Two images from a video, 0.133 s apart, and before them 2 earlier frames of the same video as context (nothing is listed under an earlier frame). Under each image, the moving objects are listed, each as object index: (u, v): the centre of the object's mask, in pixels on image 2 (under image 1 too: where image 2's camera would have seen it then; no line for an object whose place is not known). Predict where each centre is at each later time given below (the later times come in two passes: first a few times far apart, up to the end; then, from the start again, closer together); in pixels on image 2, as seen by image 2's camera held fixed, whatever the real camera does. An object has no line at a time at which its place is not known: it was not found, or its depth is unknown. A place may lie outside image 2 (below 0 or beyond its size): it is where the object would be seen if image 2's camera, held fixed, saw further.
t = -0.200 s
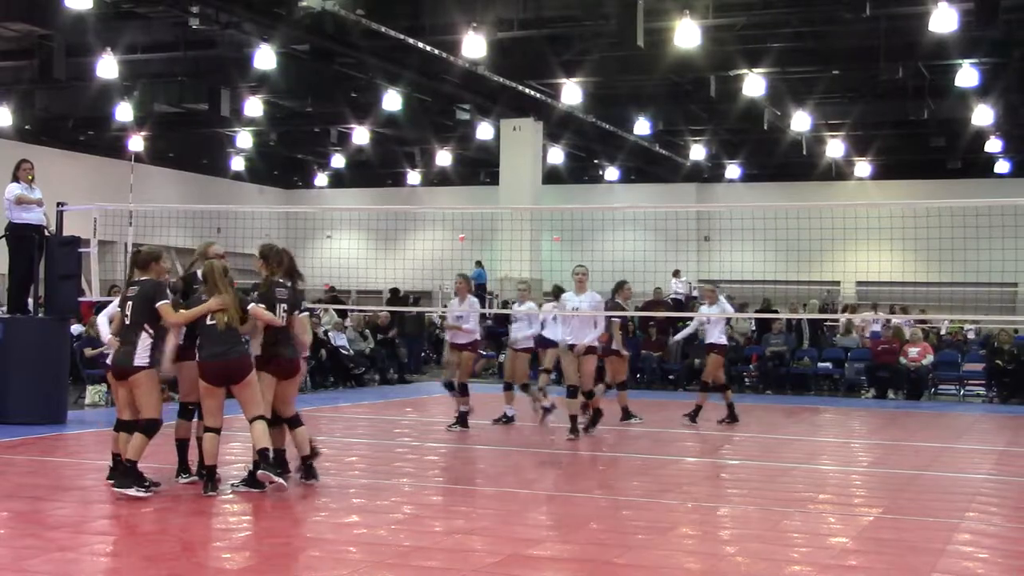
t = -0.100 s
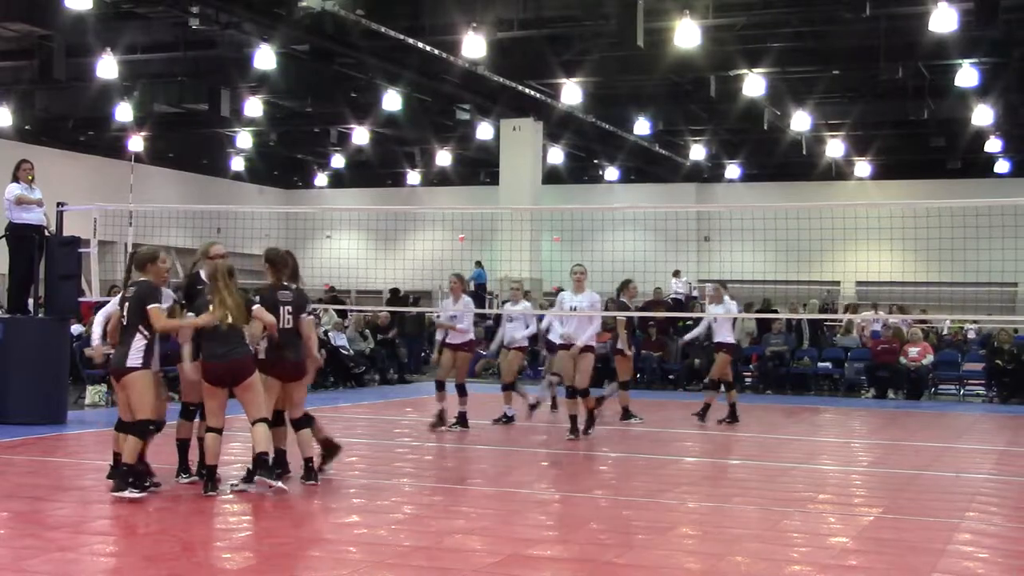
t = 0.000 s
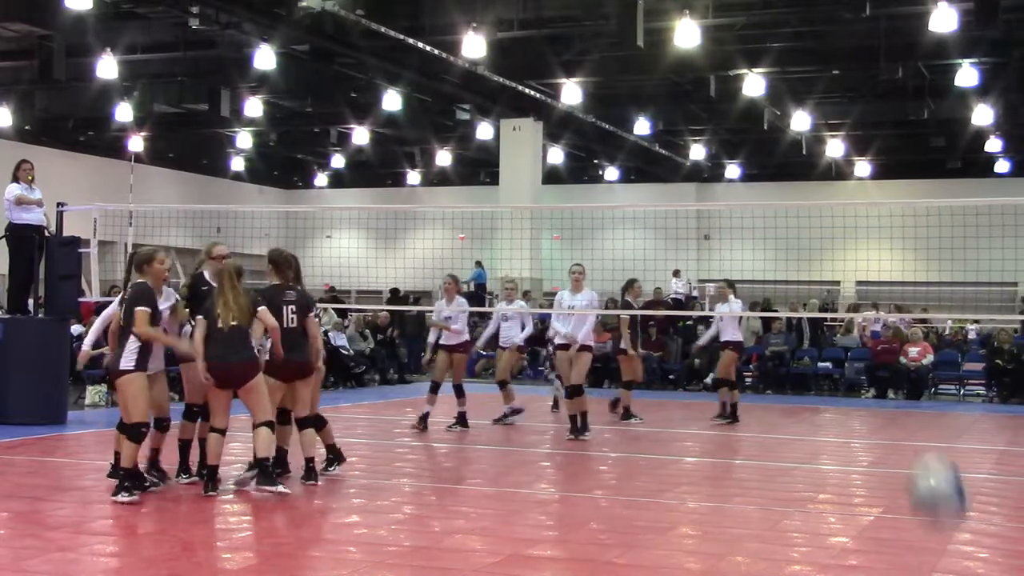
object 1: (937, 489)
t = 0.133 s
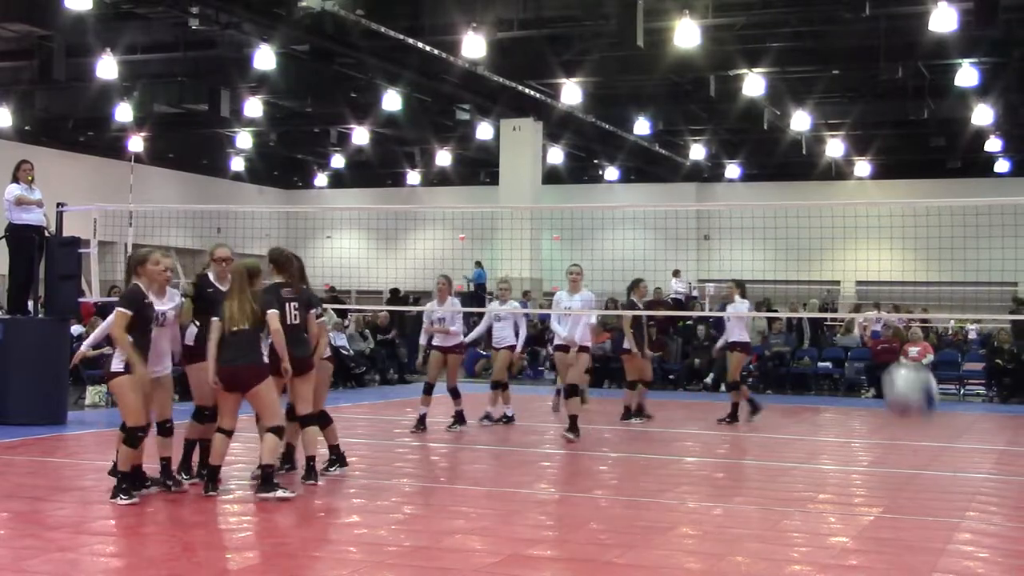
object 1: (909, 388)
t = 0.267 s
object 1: (889, 352)
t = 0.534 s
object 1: (855, 393)
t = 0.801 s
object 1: (827, 498)
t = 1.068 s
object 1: (811, 405)
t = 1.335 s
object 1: (797, 429)
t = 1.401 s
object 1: (793, 450)
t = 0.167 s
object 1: (904, 375)
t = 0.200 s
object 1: (899, 365)
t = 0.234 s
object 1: (894, 357)
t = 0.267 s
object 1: (889, 352)
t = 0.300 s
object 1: (883, 350)
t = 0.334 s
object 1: (878, 350)
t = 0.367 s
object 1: (875, 352)
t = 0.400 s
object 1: (870, 357)
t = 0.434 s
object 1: (866, 363)
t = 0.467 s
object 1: (861, 372)
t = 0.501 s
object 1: (857, 383)
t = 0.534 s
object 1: (855, 393)
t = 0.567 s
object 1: (852, 408)
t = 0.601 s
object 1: (848, 425)
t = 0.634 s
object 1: (845, 444)
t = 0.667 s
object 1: (839, 464)
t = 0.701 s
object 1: (837, 485)
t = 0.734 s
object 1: (834, 510)
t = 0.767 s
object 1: (830, 519)
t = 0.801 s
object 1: (827, 498)
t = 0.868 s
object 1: (825, 464)
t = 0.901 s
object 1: (822, 447)
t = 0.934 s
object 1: (819, 435)
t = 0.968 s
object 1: (818, 425)
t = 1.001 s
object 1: (816, 415)
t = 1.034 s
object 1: (814, 409)
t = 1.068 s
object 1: (811, 405)
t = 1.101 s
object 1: (809, 403)
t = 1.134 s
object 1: (808, 402)
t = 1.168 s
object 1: (805, 403)
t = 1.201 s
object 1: (804, 405)
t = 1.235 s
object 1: (802, 409)
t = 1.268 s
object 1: (800, 414)
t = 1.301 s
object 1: (799, 420)
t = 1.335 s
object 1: (797, 429)
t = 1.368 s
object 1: (795, 439)
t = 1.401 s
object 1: (793, 450)
